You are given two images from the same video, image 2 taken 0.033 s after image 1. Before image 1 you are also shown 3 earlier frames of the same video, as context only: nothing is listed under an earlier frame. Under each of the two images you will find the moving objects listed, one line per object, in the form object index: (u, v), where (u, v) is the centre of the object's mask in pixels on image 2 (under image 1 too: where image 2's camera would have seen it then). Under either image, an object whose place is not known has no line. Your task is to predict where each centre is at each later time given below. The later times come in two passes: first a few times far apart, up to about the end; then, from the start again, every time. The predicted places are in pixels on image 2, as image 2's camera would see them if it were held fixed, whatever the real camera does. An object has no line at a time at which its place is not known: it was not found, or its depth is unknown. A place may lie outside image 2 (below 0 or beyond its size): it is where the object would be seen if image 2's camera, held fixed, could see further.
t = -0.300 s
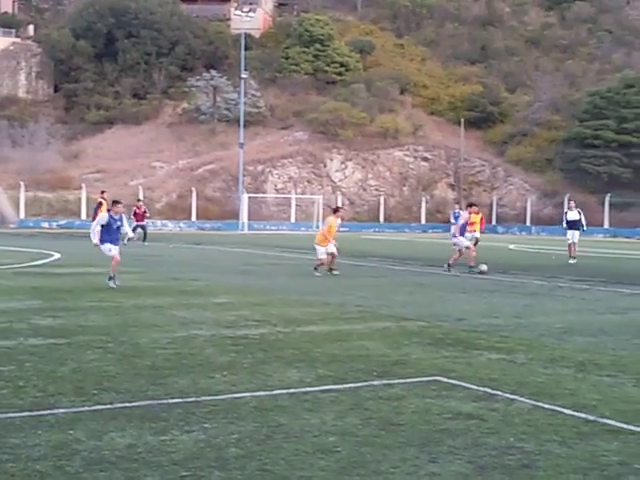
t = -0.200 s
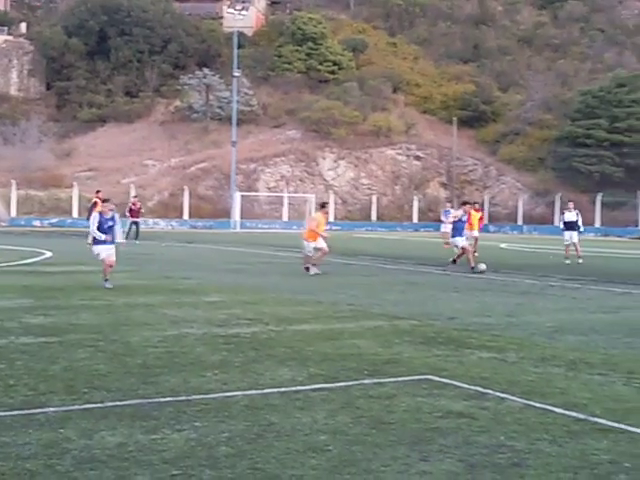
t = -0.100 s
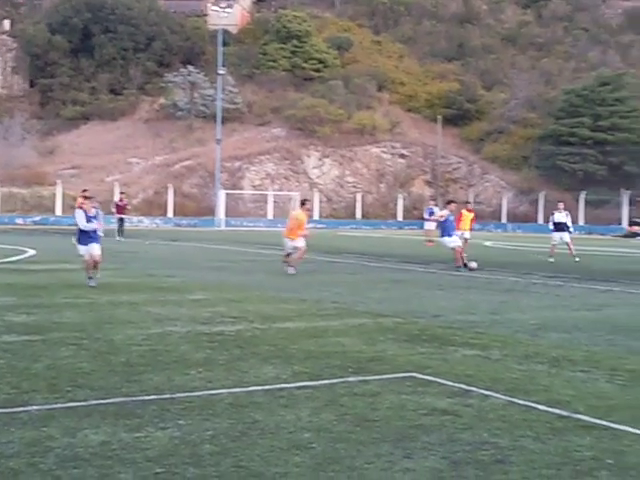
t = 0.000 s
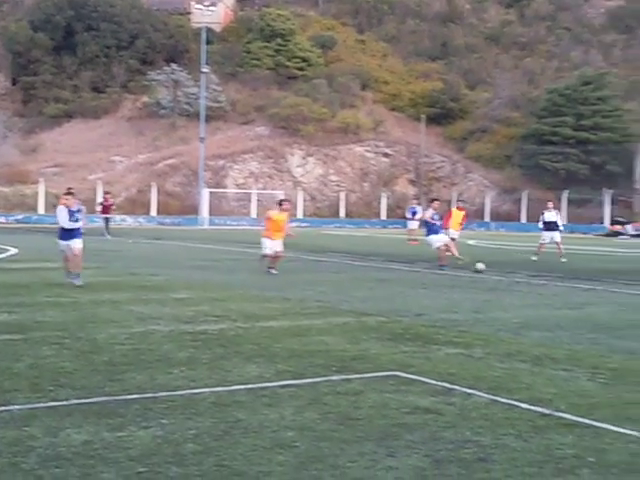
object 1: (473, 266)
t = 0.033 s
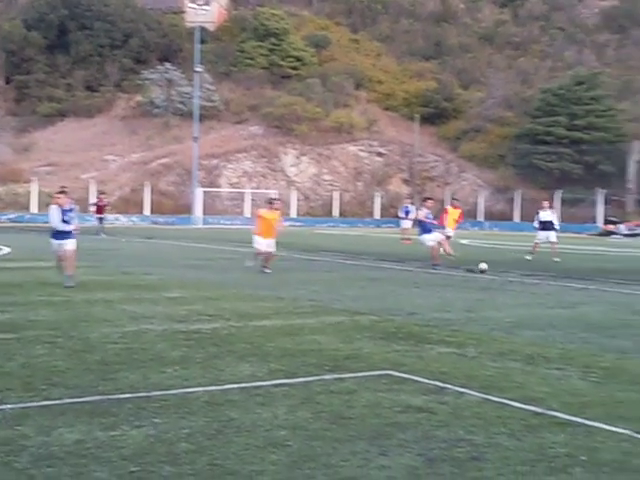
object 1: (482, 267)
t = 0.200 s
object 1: (532, 274)
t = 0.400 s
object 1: (594, 282)
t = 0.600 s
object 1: (658, 288)
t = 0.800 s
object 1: (723, 297)
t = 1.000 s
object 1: (794, 304)
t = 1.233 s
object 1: (888, 321)
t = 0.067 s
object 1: (492, 269)
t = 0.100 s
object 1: (502, 271)
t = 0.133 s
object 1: (512, 272)
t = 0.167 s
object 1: (521, 273)
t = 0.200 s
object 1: (532, 274)
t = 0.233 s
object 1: (542, 275)
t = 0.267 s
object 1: (552, 276)
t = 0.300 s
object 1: (563, 277)
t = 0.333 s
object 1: (573, 279)
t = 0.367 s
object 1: (584, 281)
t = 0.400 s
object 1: (594, 282)
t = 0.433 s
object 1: (605, 284)
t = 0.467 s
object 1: (616, 286)
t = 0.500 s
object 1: (627, 287)
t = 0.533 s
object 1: (636, 286)
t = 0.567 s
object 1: (647, 286)
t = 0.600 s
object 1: (658, 288)
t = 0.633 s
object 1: (669, 290)
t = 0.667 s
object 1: (680, 293)
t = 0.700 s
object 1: (691, 296)
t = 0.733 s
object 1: (702, 296)
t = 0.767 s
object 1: (712, 296)
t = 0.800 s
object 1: (723, 297)
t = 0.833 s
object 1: (735, 299)
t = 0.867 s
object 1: (746, 301)
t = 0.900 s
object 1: (759, 305)
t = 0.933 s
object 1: (770, 304)
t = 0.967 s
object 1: (782, 303)
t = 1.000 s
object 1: (794, 304)
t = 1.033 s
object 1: (807, 305)
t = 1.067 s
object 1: (819, 307)
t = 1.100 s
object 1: (832, 310)
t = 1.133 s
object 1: (846, 314)
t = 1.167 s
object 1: (859, 318)
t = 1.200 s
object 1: (873, 320)
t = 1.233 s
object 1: (888, 321)
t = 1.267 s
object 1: (902, 323)
